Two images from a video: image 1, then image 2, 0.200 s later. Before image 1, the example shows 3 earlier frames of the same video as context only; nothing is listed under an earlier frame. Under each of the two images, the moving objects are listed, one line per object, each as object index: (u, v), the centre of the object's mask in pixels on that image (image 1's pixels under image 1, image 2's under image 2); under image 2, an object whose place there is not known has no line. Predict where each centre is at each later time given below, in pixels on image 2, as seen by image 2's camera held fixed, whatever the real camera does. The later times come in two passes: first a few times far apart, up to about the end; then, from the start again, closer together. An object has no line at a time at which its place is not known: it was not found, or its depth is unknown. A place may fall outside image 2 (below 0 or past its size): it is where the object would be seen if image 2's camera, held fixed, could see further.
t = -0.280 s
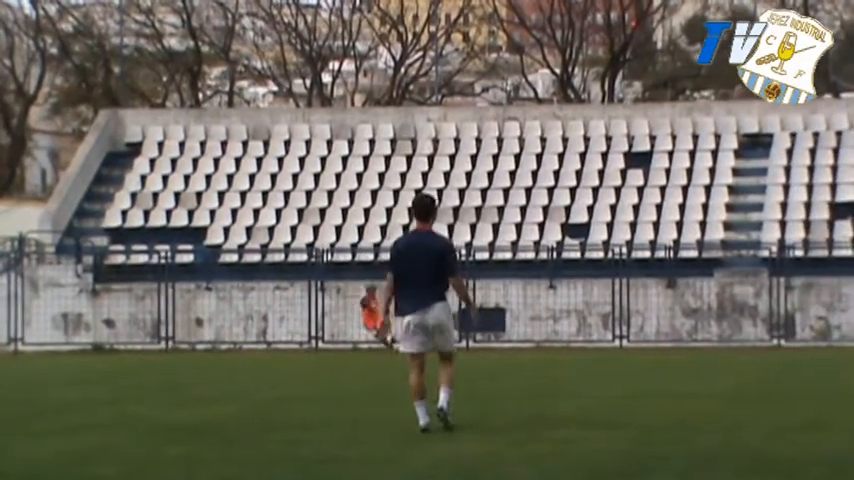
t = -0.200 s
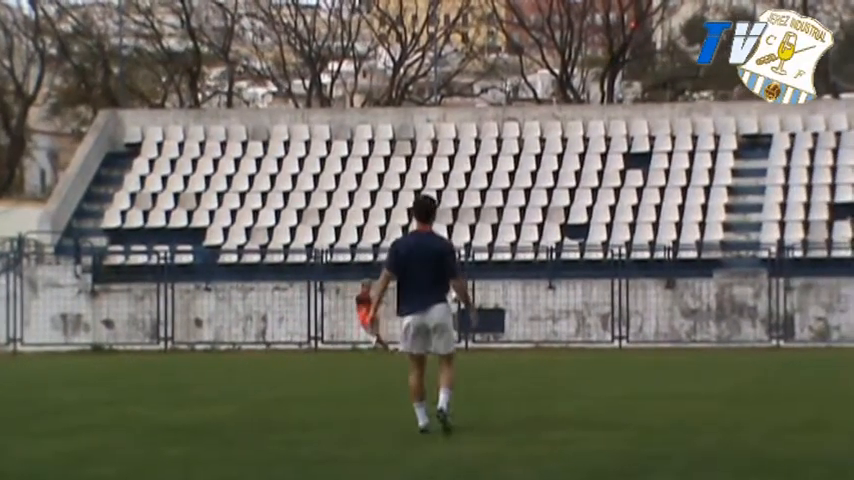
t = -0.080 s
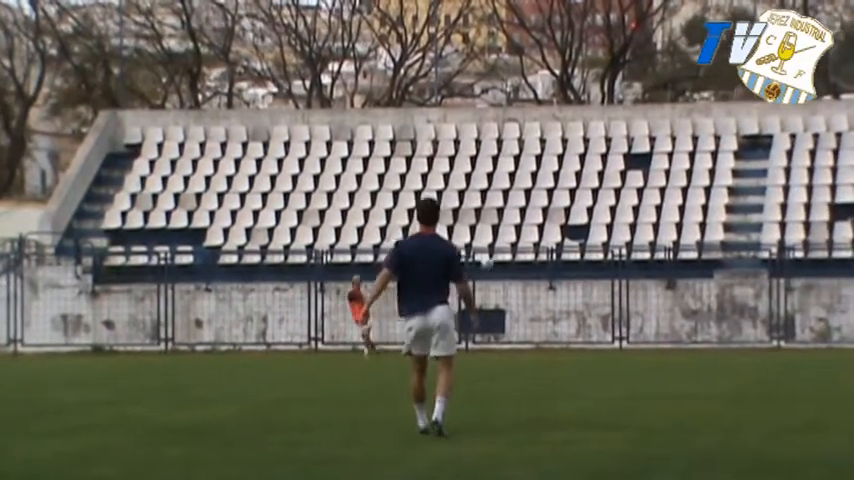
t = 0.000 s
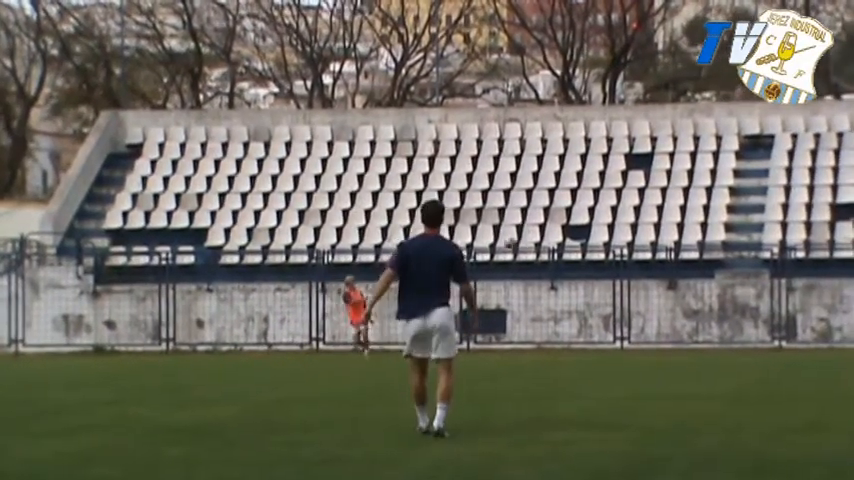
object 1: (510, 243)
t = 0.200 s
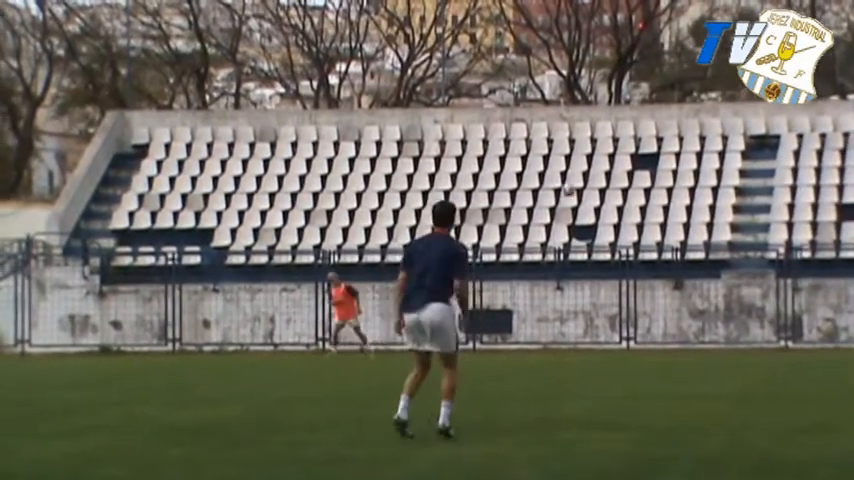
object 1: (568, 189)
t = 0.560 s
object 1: (666, 116)
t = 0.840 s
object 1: (747, 85)
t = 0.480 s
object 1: (645, 130)
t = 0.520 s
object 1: (655, 122)
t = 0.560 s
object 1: (666, 116)
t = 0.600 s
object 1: (677, 110)
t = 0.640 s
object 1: (687, 104)
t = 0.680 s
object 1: (699, 99)
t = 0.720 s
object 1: (711, 95)
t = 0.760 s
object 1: (721, 90)
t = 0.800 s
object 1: (735, 87)
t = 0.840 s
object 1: (747, 85)
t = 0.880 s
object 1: (757, 82)
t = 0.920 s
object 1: (768, 81)
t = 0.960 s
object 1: (777, 81)
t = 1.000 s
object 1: (788, 81)
